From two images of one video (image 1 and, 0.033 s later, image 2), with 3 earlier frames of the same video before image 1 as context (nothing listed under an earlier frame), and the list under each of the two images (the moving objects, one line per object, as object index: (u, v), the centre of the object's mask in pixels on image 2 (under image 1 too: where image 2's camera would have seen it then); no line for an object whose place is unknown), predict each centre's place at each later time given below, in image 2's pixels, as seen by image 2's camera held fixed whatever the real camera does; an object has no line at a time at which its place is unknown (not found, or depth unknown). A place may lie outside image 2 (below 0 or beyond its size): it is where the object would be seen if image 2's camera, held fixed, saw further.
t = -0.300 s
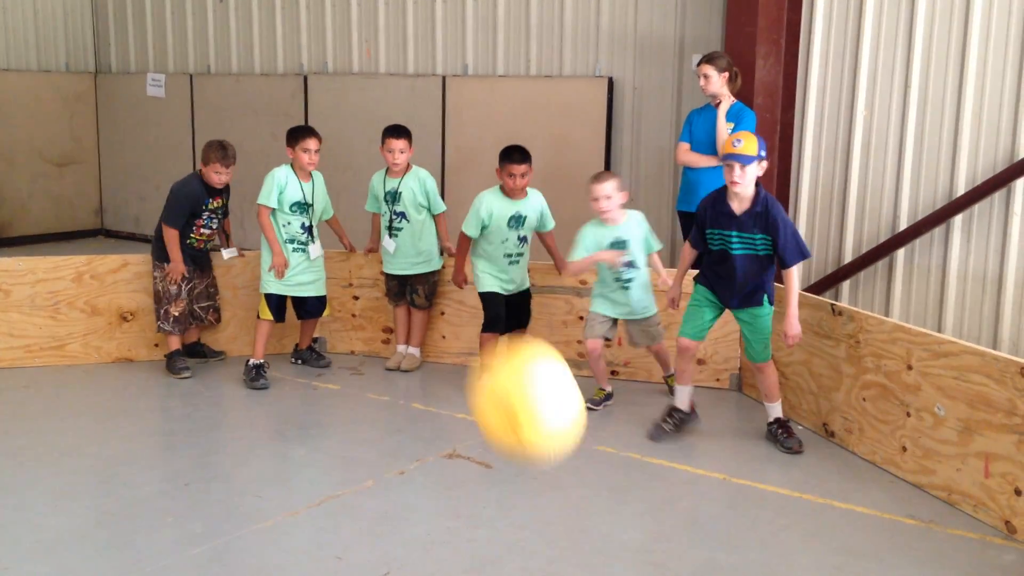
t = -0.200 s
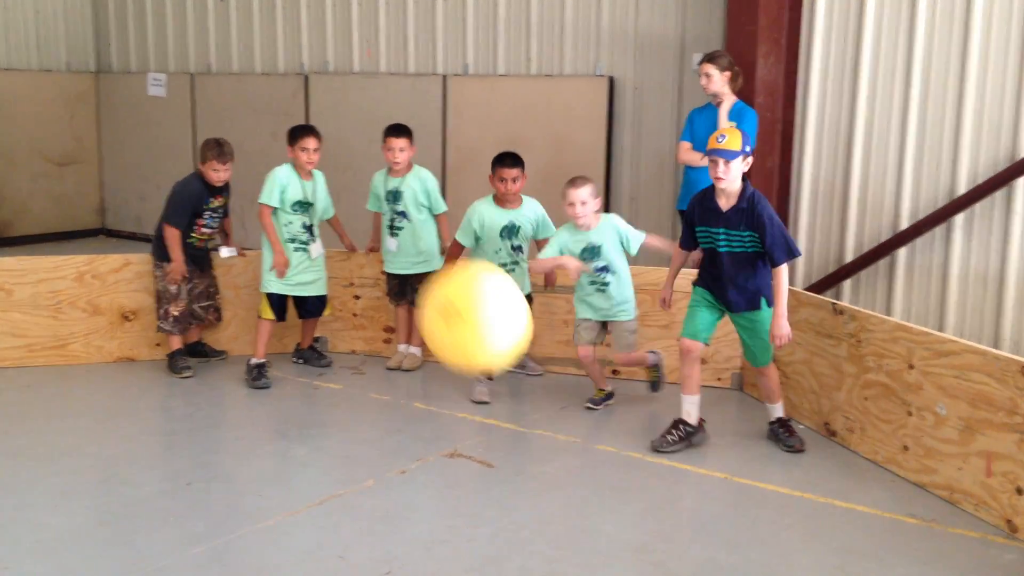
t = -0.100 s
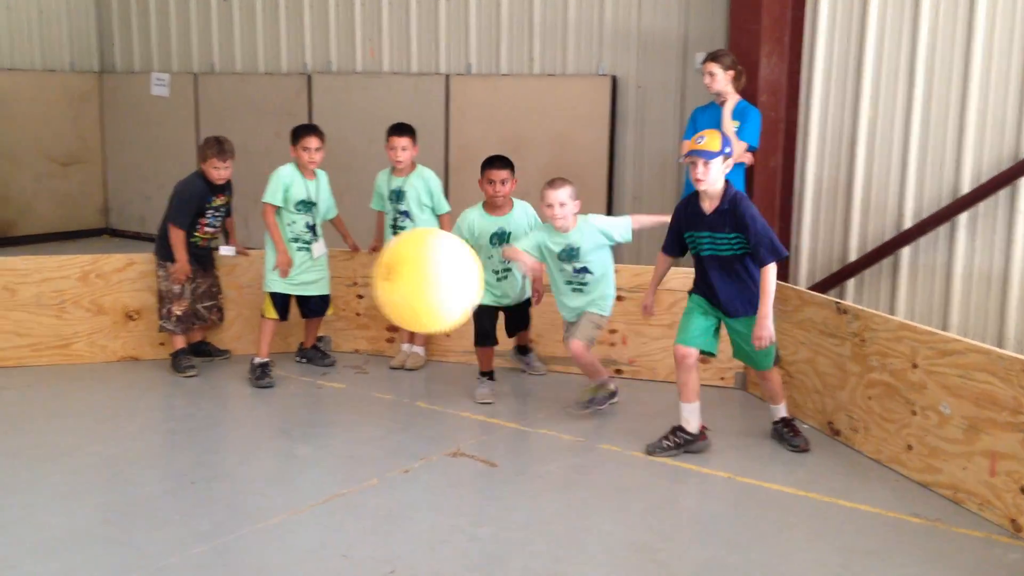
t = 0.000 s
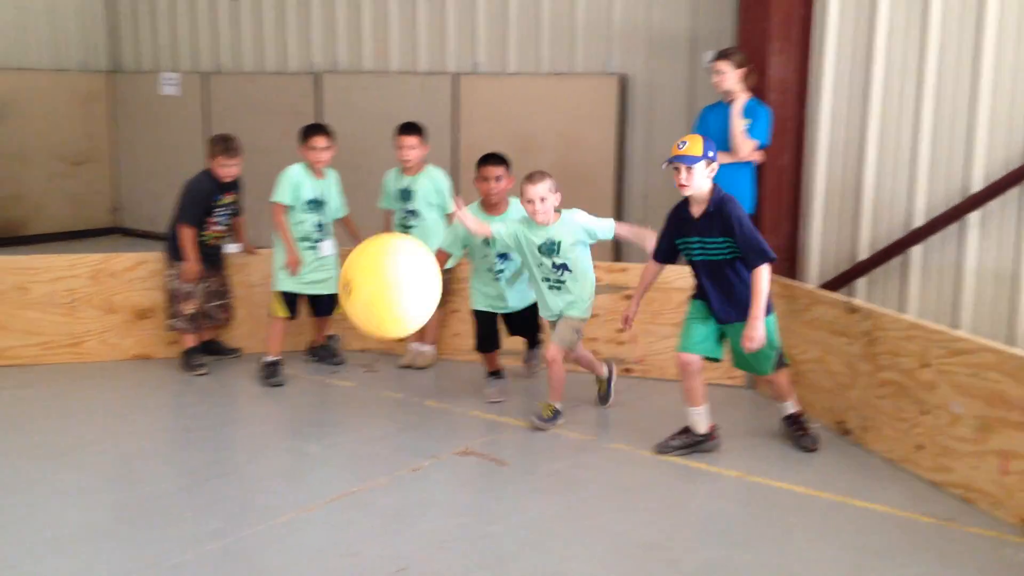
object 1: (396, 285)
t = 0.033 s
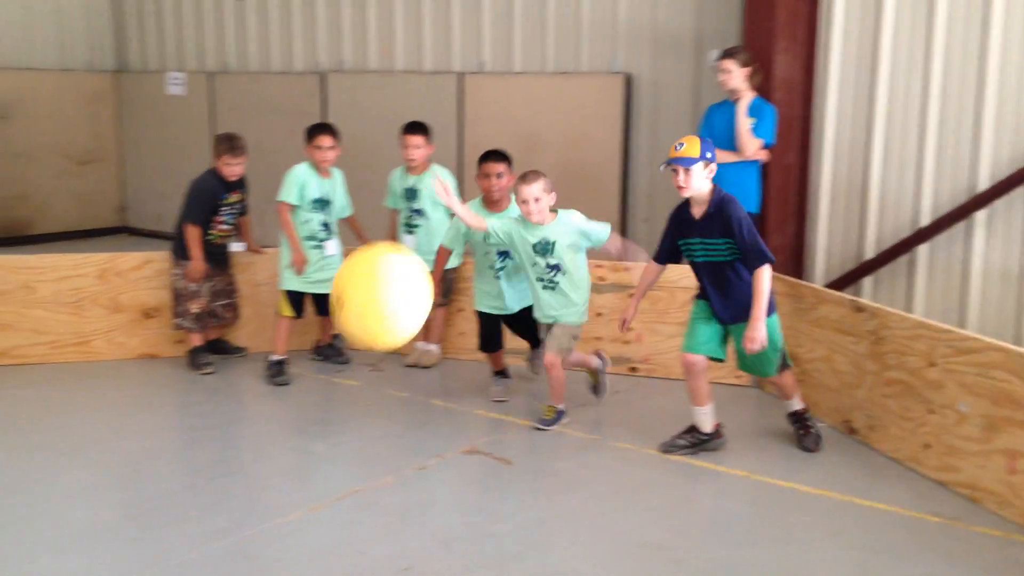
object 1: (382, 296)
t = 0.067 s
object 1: (367, 311)
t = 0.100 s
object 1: (353, 330)
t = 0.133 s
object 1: (339, 354)
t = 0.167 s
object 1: (326, 380)
